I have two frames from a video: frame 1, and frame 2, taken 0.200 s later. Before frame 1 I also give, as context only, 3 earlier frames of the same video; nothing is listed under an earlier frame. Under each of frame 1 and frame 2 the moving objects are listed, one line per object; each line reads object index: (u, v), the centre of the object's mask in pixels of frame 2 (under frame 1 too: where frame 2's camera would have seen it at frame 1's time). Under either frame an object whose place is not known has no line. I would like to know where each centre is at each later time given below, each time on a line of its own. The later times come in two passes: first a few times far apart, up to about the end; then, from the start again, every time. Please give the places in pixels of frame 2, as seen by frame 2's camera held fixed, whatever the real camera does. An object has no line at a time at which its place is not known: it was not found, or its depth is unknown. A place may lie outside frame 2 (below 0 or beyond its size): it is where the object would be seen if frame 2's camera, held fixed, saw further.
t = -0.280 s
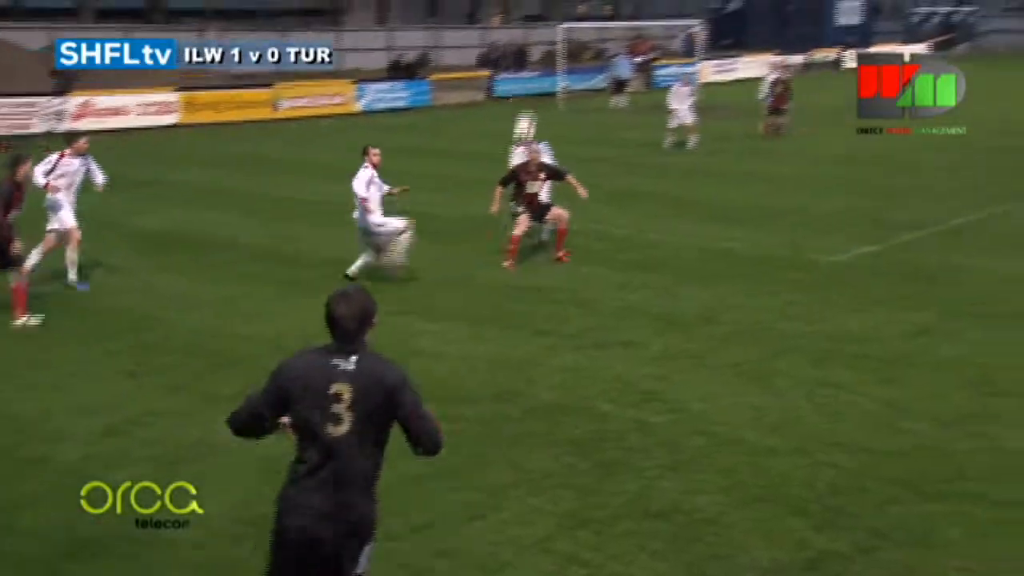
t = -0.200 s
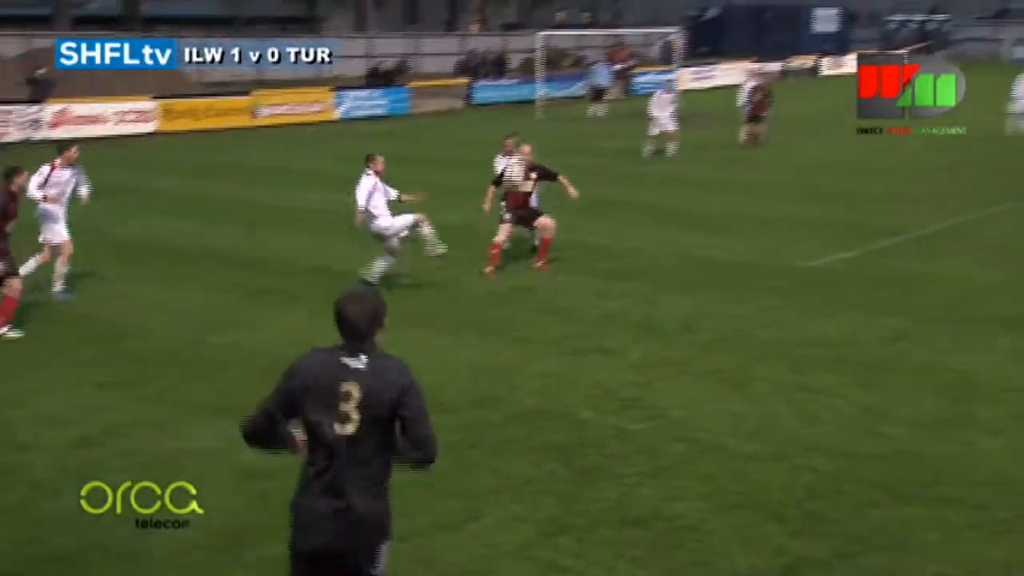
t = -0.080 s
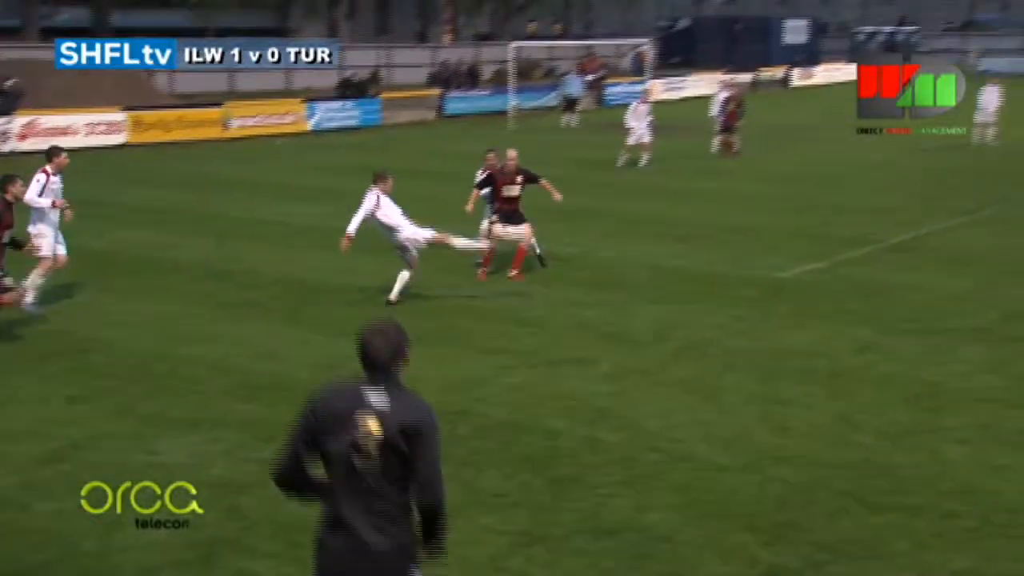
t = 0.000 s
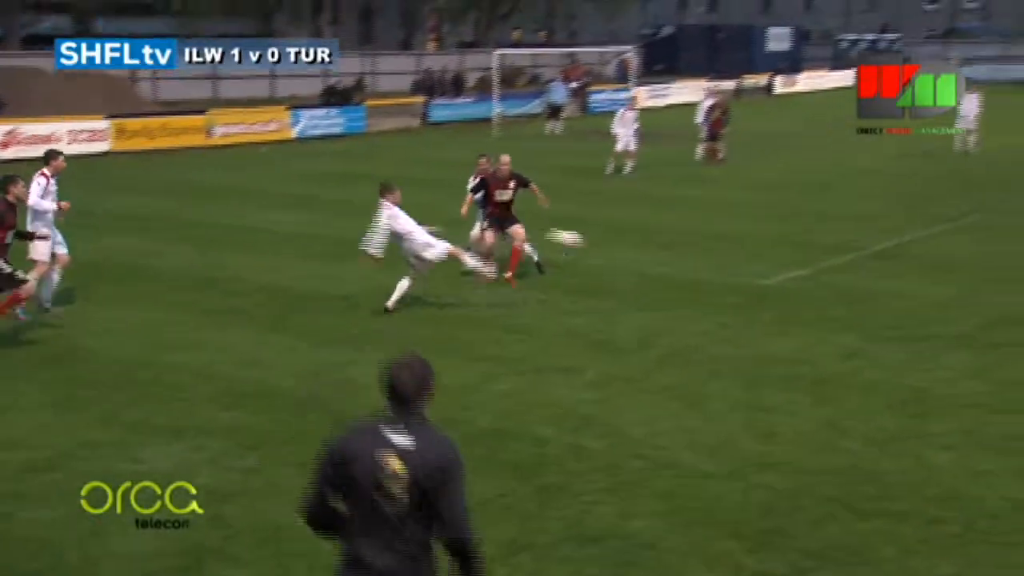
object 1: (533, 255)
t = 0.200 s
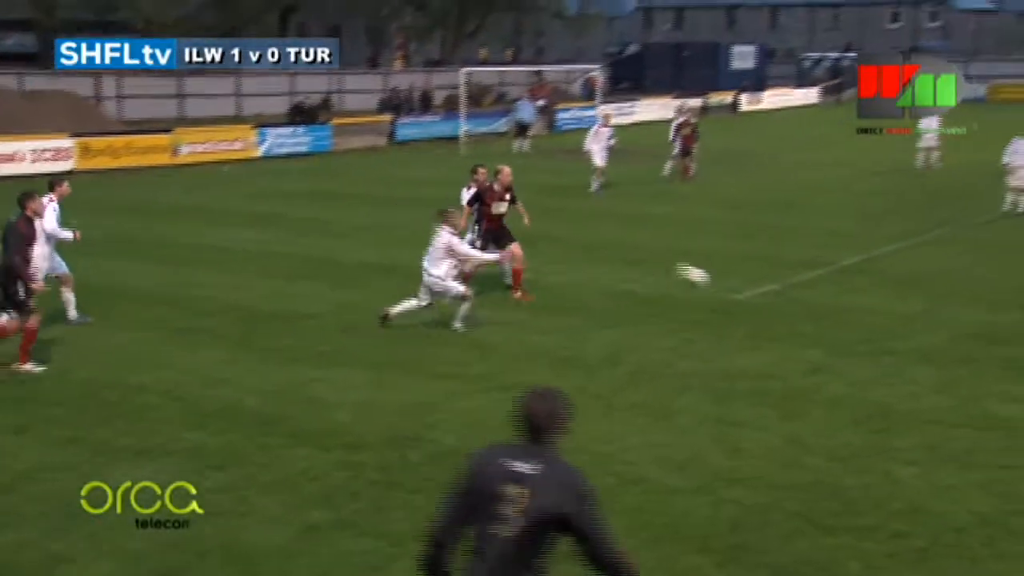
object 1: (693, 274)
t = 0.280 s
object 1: (752, 291)
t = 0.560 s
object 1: (920, 281)
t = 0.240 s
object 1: (722, 283)
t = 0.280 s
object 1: (752, 291)
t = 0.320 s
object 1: (780, 303)
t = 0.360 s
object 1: (805, 305)
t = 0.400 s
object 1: (830, 297)
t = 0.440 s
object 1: (853, 290)
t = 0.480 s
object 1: (876, 285)
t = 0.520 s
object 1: (898, 282)
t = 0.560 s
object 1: (920, 281)
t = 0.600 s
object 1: (941, 280)
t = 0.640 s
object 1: (964, 282)
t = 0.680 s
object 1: (984, 284)
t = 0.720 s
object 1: (1004, 289)
